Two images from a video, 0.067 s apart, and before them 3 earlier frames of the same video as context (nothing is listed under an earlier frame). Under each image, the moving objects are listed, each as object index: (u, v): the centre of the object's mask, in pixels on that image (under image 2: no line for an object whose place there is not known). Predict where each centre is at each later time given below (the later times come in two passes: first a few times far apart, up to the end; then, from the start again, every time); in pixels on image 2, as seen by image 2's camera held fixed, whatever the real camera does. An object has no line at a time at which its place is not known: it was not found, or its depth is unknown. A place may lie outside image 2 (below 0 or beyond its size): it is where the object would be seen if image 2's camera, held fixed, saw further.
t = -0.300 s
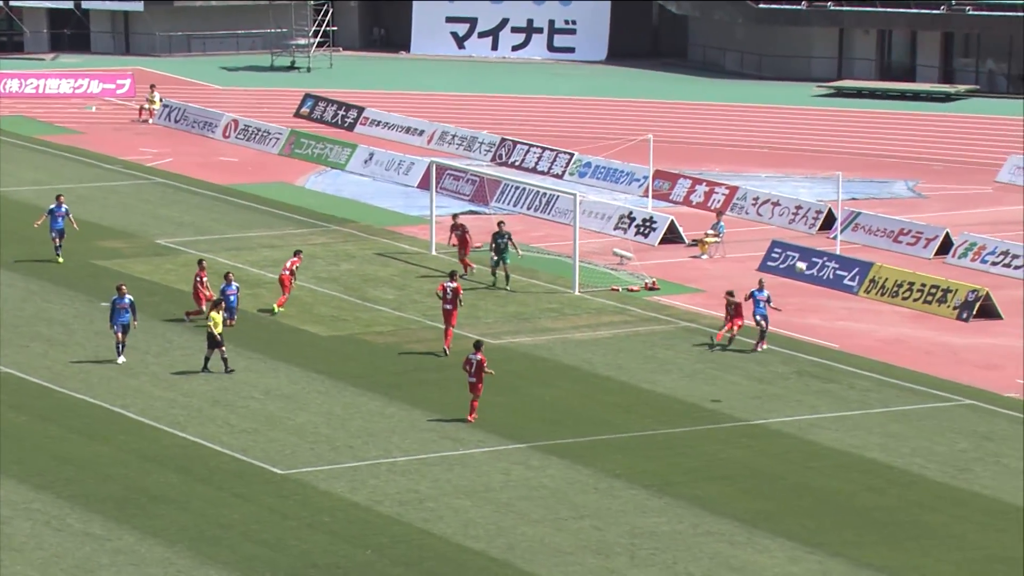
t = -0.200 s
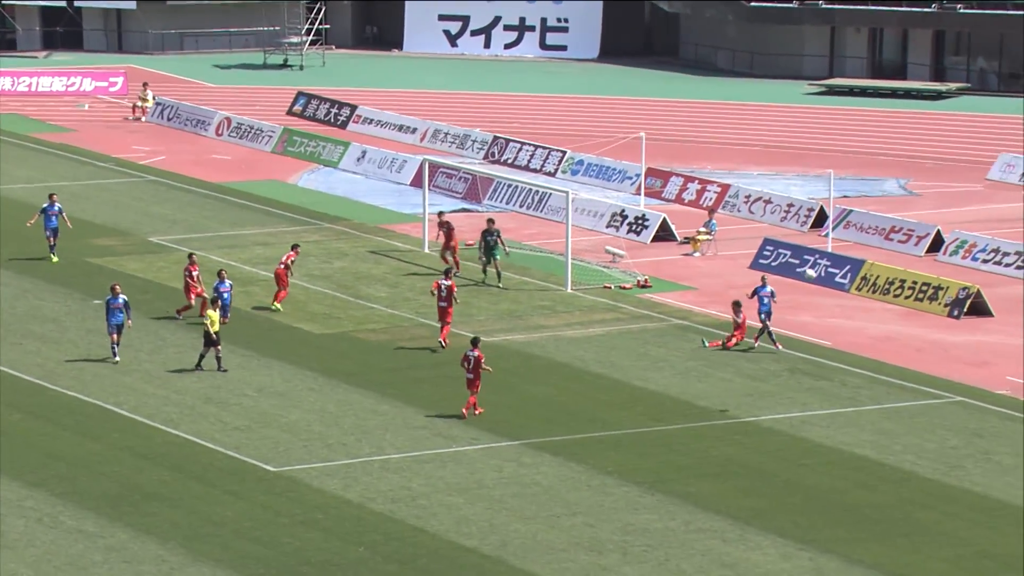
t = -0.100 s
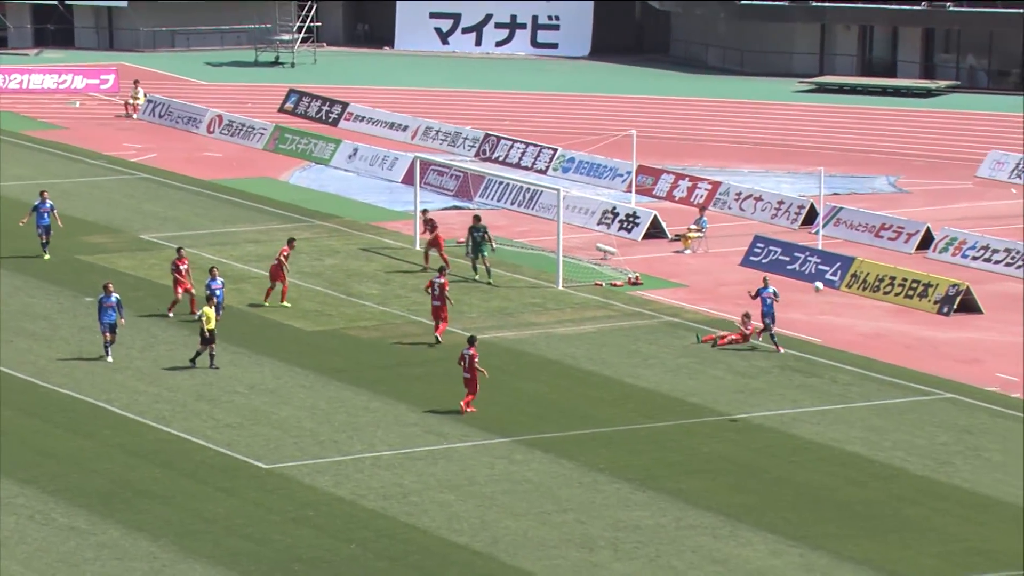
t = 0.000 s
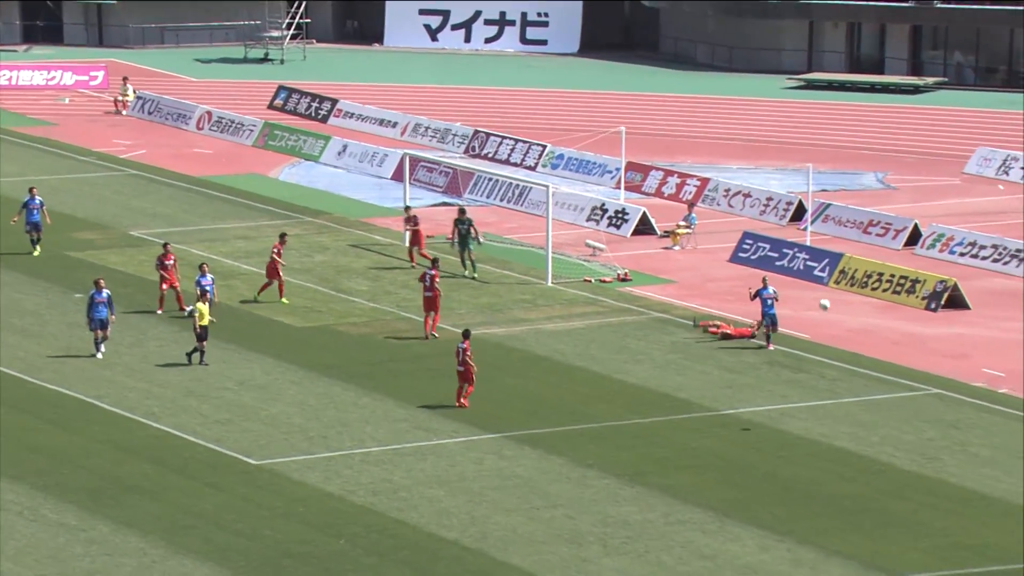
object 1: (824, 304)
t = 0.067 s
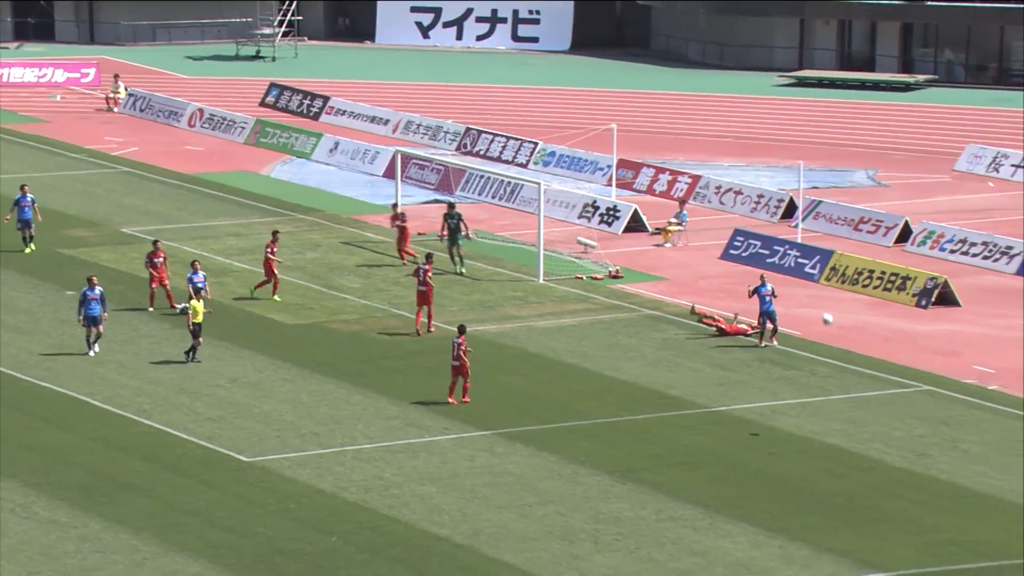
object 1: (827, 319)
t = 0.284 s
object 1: (868, 395)
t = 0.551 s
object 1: (913, 471)
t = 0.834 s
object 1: (947, 453)
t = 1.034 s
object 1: (973, 470)
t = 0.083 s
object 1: (830, 323)
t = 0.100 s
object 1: (833, 328)
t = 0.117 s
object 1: (836, 334)
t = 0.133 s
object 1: (839, 339)
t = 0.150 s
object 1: (842, 344)
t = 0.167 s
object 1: (846, 350)
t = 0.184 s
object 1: (849, 356)
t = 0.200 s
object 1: (852, 362)
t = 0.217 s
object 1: (855, 368)
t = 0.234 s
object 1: (858, 374)
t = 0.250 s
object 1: (861, 381)
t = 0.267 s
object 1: (864, 388)
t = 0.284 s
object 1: (868, 395)
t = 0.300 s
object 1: (871, 402)
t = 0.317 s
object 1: (874, 410)
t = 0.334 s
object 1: (877, 417)
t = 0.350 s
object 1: (880, 425)
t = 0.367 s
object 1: (883, 433)
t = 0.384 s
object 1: (887, 441)
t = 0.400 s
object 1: (891, 449)
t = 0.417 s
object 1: (893, 456)
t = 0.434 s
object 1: (896, 466)
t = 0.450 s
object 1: (900, 476)
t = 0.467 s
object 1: (902, 484)
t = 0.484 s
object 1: (905, 482)
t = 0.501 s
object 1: (907, 479)
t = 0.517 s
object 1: (909, 476)
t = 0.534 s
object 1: (911, 473)
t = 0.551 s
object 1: (913, 471)
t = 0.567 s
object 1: (915, 469)
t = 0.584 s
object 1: (916, 466)
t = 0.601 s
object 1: (919, 464)
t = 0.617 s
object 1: (921, 462)
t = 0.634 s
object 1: (923, 461)
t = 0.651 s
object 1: (925, 459)
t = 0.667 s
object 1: (927, 458)
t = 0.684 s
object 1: (929, 457)
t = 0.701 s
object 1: (931, 455)
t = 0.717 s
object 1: (933, 454)
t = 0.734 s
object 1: (935, 454)
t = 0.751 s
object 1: (937, 454)
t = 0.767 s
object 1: (939, 453)
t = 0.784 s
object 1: (941, 453)
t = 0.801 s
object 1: (943, 453)
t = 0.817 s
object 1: (945, 453)
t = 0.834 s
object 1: (947, 453)
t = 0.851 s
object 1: (950, 454)
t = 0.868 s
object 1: (952, 454)
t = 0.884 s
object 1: (954, 455)
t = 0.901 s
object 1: (956, 456)
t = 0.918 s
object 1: (958, 457)
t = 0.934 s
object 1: (960, 459)
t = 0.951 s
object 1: (962, 460)
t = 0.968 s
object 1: (964, 462)
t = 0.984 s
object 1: (966, 463)
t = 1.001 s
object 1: (969, 466)
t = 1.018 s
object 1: (971, 468)
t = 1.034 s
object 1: (973, 470)
